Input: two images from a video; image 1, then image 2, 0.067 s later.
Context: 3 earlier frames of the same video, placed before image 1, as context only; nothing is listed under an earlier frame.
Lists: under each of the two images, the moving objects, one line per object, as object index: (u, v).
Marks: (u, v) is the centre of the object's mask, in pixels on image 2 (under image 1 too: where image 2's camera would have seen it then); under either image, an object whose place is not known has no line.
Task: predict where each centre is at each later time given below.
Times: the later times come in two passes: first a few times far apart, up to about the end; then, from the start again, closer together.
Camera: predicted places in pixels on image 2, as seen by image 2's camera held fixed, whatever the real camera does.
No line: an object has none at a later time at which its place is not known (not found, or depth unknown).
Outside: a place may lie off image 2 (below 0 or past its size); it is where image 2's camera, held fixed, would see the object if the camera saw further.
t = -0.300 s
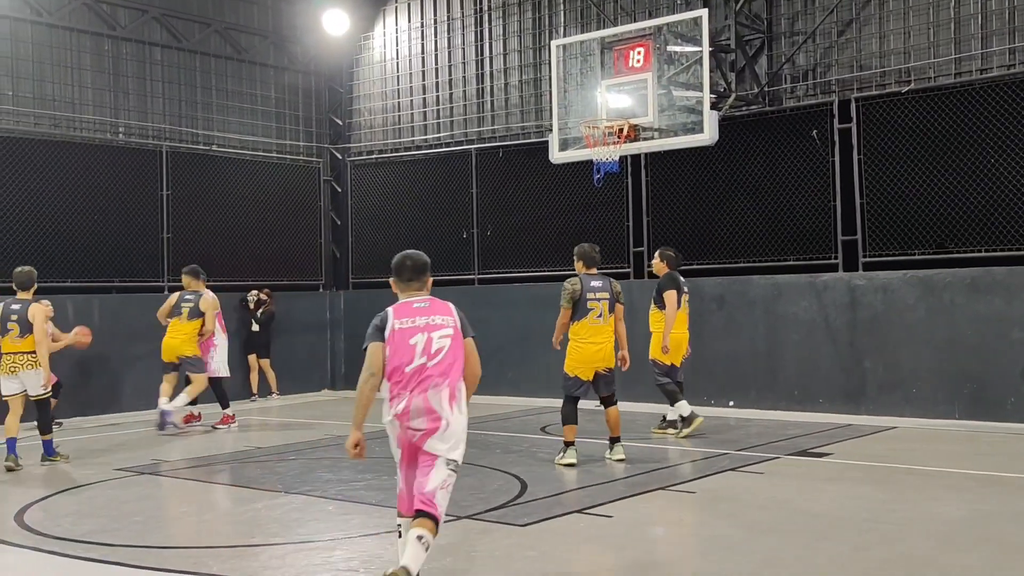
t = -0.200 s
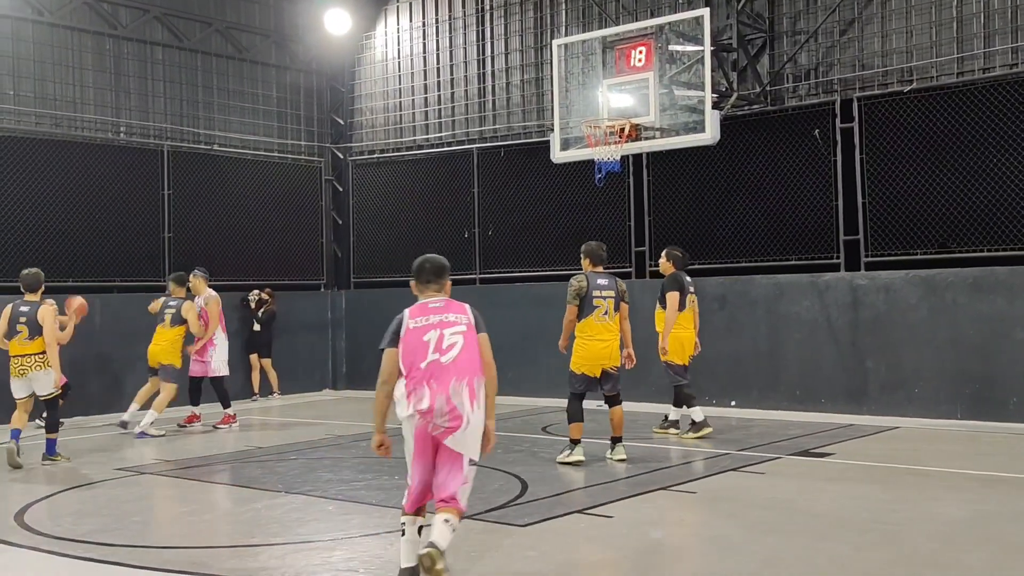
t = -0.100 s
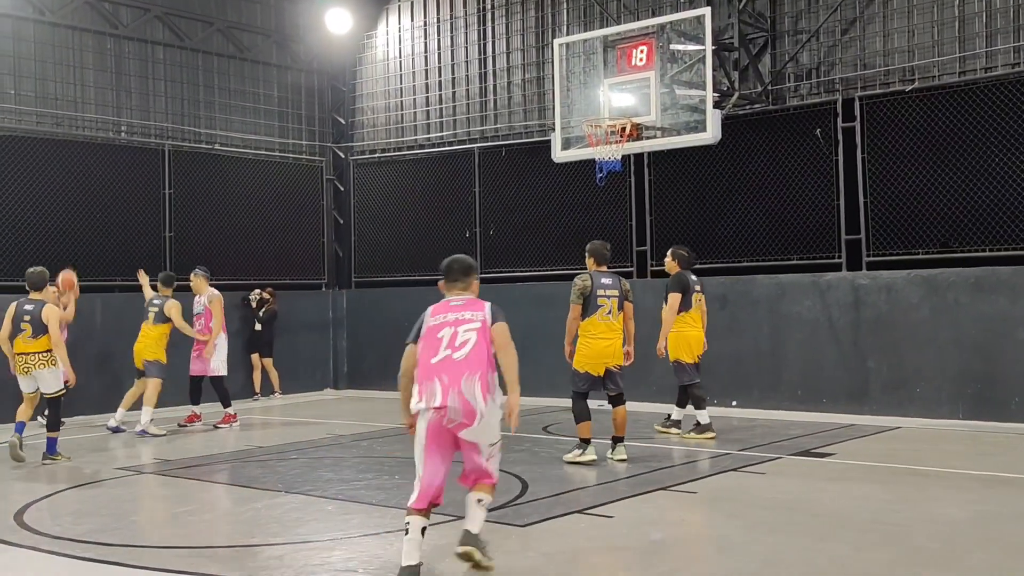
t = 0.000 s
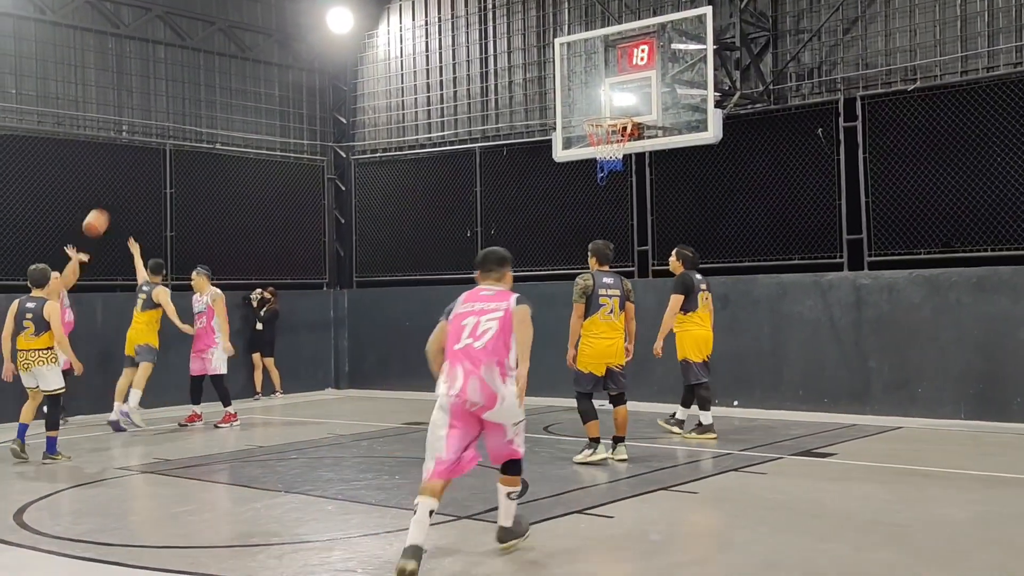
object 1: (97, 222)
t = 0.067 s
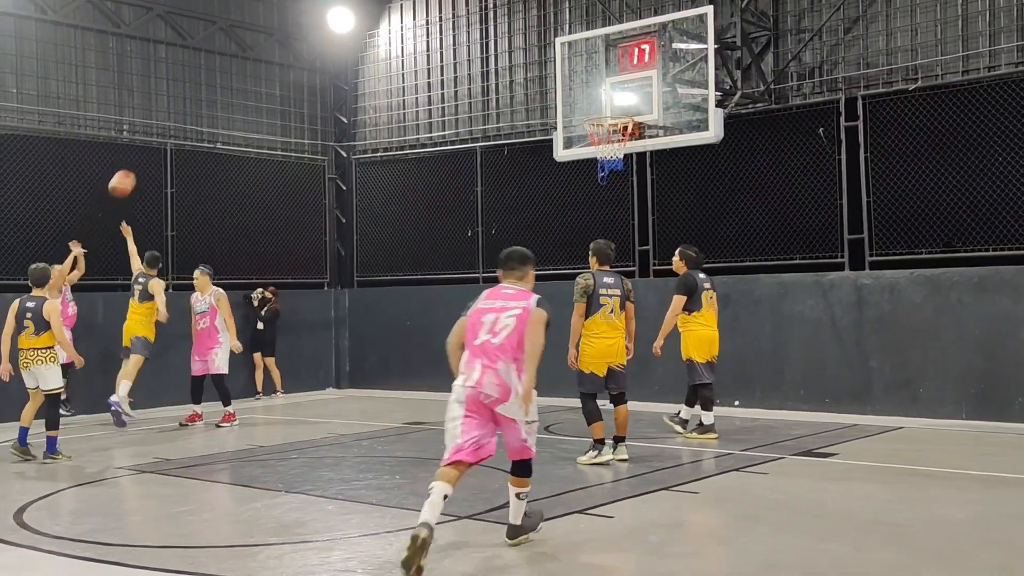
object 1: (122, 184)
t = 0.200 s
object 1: (175, 115)
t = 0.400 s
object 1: (253, 41)
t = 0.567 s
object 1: (316, 8)
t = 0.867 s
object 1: (447, 6)
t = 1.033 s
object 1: (521, 37)
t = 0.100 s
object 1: (135, 165)
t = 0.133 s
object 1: (148, 148)
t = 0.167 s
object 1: (162, 131)
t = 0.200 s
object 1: (175, 115)
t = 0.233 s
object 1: (188, 101)
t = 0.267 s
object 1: (201, 88)
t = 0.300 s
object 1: (214, 74)
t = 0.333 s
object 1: (227, 62)
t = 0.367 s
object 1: (240, 51)
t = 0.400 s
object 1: (253, 41)
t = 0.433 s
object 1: (267, 32)
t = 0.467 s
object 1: (280, 24)
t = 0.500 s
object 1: (292, 17)
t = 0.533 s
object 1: (304, 12)
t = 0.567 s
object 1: (316, 8)
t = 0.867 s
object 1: (447, 6)
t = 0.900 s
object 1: (462, 8)
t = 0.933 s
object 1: (476, 13)
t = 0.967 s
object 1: (491, 20)
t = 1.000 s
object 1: (505, 28)
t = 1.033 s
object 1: (521, 37)
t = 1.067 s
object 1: (536, 47)
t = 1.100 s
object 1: (549, 58)
